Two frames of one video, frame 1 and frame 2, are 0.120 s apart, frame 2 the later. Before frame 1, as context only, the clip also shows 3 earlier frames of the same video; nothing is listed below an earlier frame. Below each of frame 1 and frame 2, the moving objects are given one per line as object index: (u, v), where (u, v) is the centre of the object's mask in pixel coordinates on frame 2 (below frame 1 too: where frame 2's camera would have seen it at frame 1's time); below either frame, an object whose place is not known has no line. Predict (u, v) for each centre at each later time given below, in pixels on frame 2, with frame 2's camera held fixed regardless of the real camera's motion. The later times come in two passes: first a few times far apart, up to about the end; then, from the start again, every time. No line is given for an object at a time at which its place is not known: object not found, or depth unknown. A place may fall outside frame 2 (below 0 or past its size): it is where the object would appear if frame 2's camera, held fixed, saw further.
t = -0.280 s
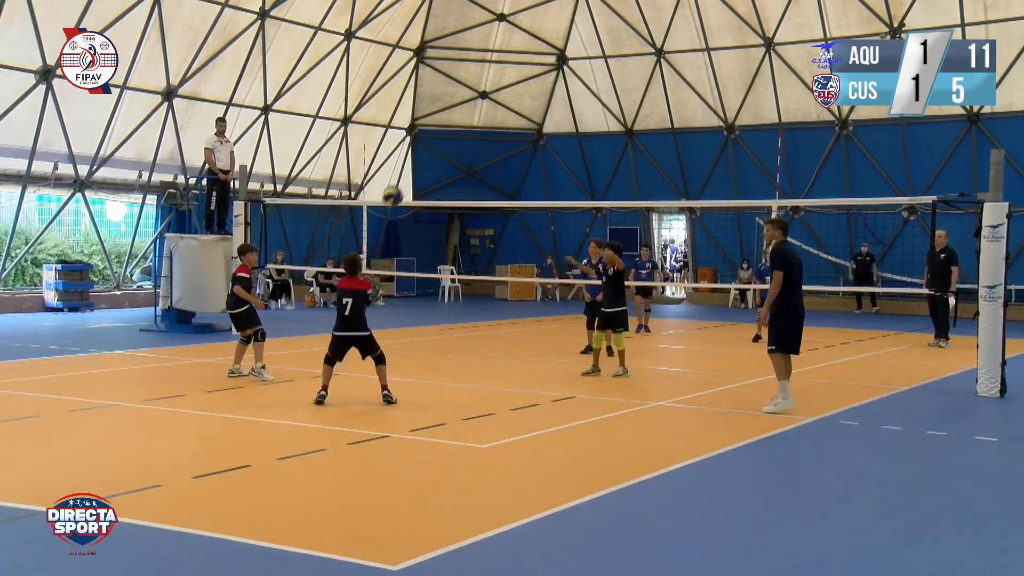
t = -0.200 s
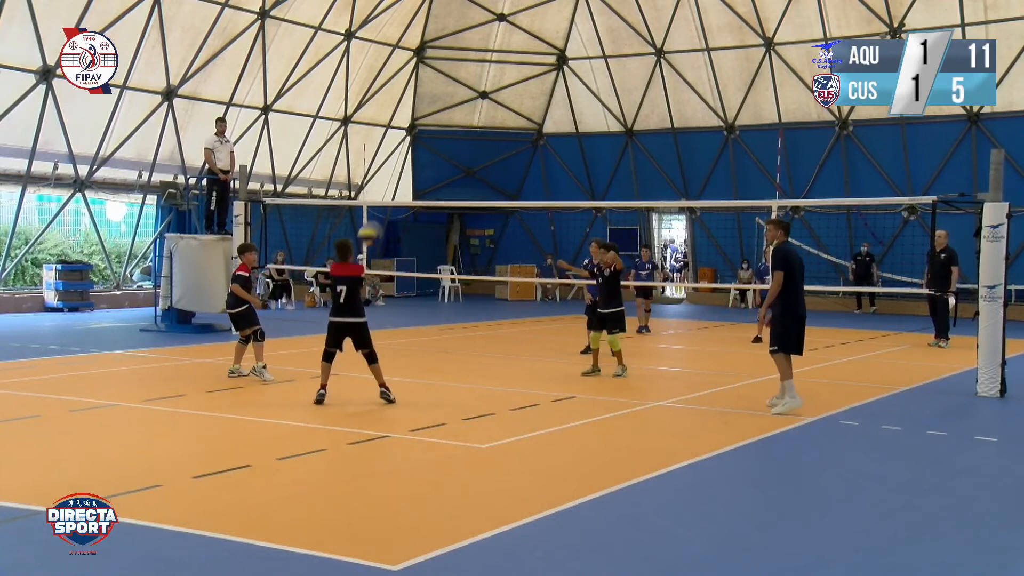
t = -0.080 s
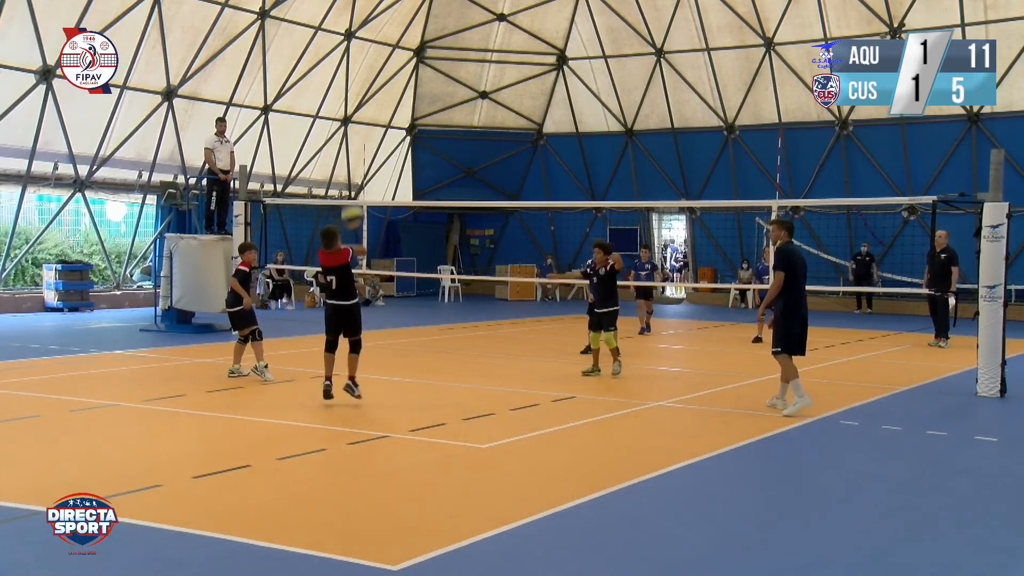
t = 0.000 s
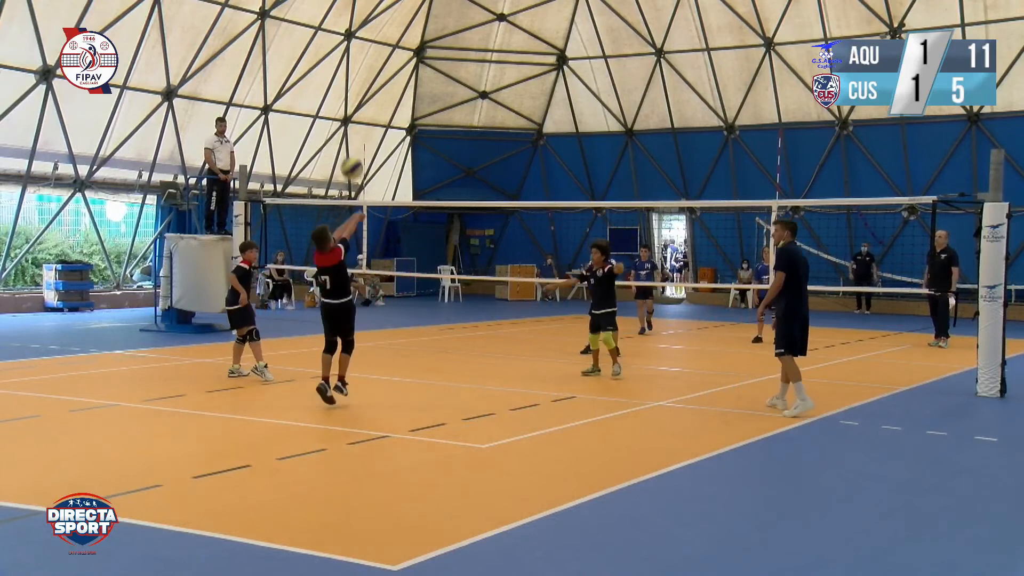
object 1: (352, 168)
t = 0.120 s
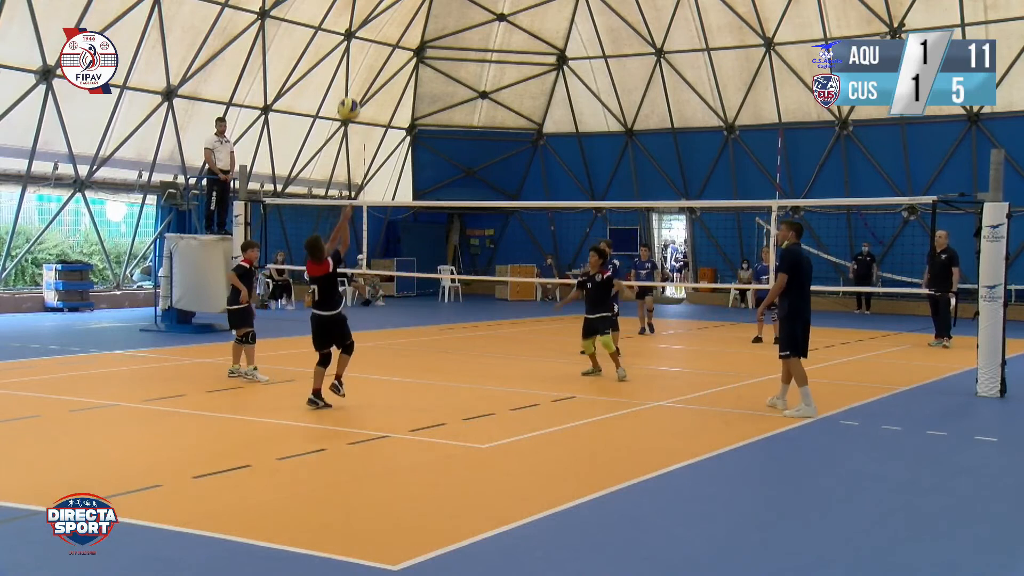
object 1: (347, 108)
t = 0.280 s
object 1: (345, 56)
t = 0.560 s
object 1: (341, 29)
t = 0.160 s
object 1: (346, 92)
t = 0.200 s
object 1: (346, 79)
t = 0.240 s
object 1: (346, 66)
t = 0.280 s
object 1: (345, 56)
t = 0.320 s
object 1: (345, 47)
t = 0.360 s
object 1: (344, 40)
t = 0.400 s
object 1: (343, 34)
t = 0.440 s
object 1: (343, 31)
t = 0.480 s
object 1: (342, 28)
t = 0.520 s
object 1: (341, 28)
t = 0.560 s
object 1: (341, 29)
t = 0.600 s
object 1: (340, 31)
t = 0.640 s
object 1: (339, 36)
